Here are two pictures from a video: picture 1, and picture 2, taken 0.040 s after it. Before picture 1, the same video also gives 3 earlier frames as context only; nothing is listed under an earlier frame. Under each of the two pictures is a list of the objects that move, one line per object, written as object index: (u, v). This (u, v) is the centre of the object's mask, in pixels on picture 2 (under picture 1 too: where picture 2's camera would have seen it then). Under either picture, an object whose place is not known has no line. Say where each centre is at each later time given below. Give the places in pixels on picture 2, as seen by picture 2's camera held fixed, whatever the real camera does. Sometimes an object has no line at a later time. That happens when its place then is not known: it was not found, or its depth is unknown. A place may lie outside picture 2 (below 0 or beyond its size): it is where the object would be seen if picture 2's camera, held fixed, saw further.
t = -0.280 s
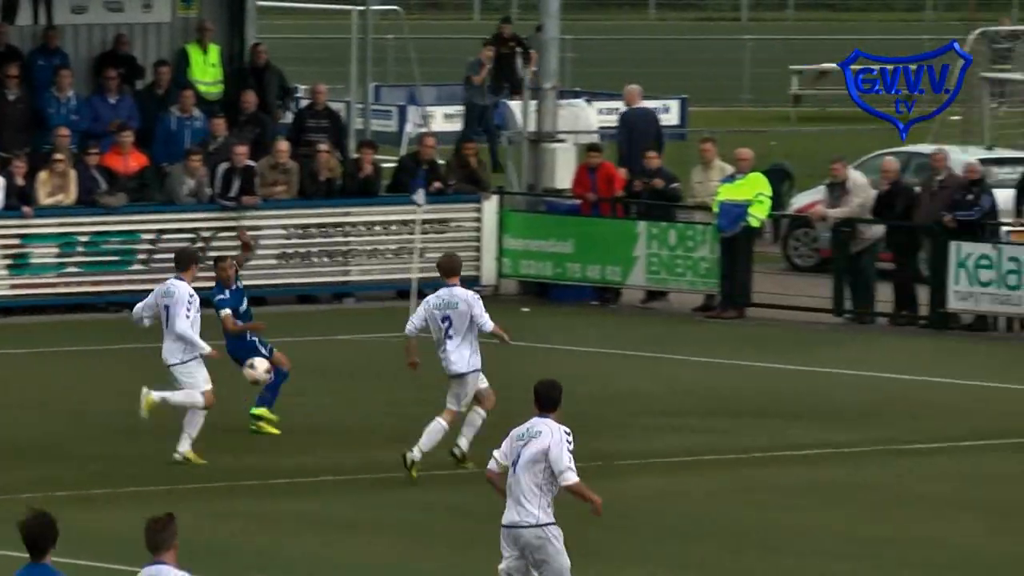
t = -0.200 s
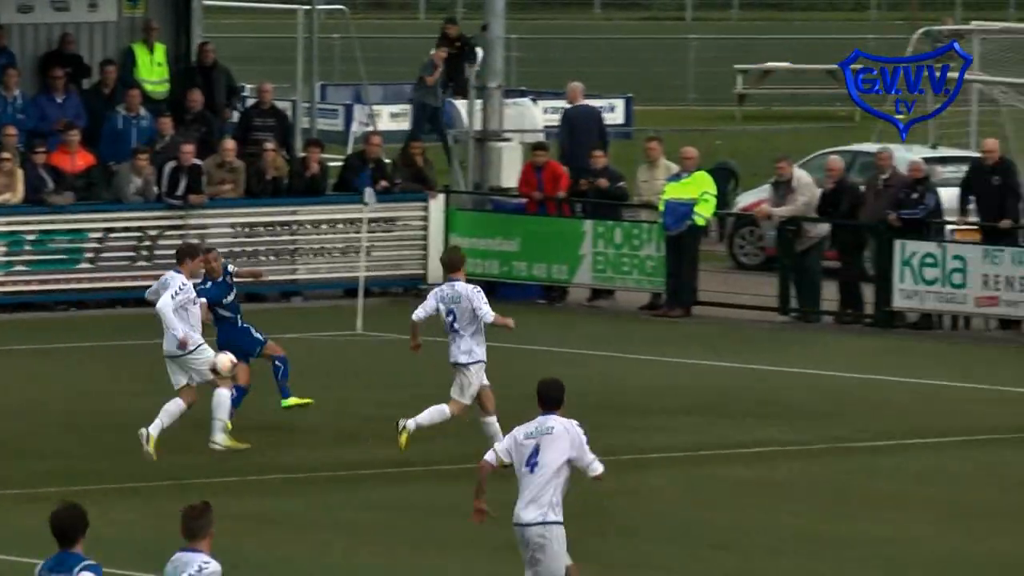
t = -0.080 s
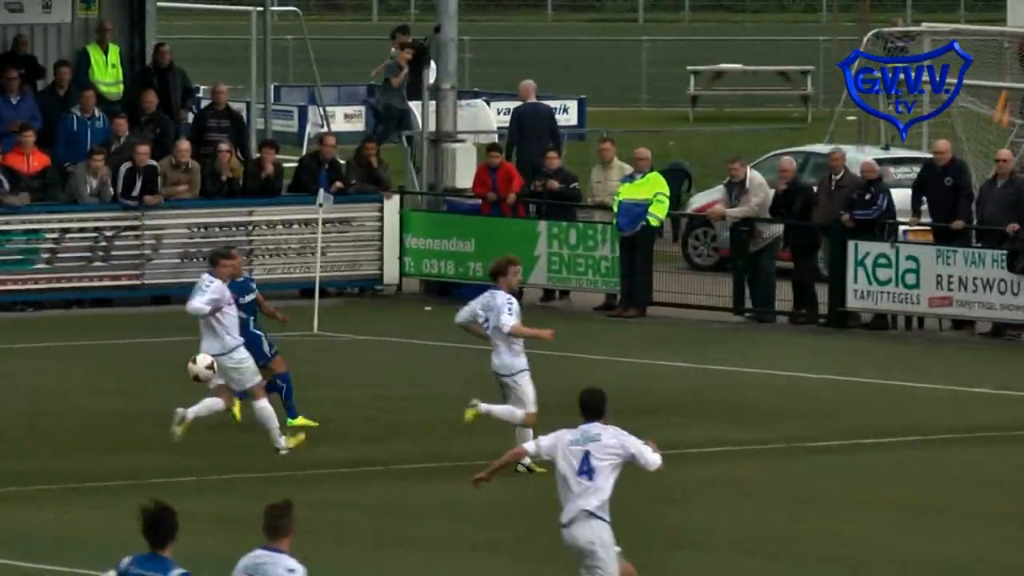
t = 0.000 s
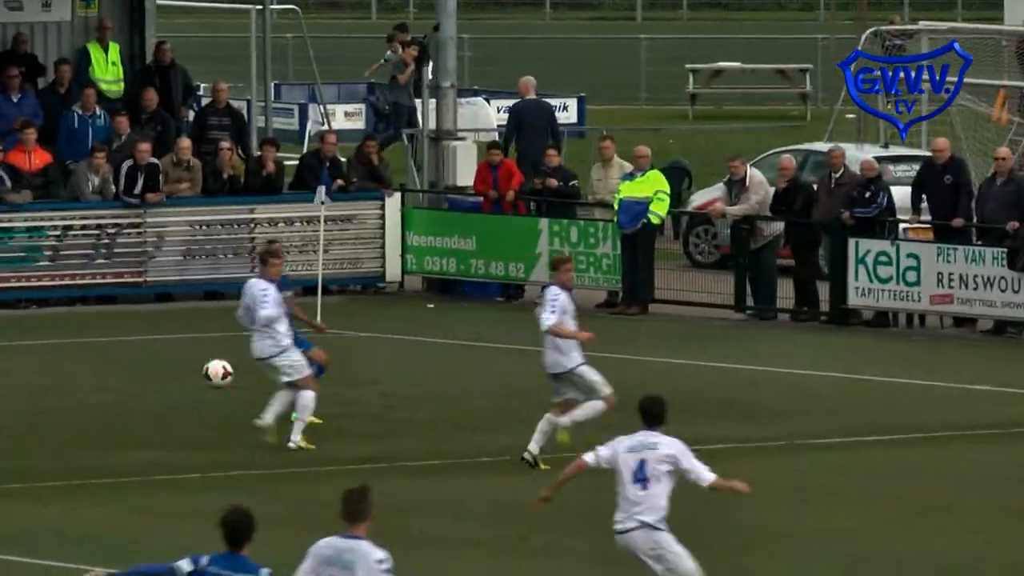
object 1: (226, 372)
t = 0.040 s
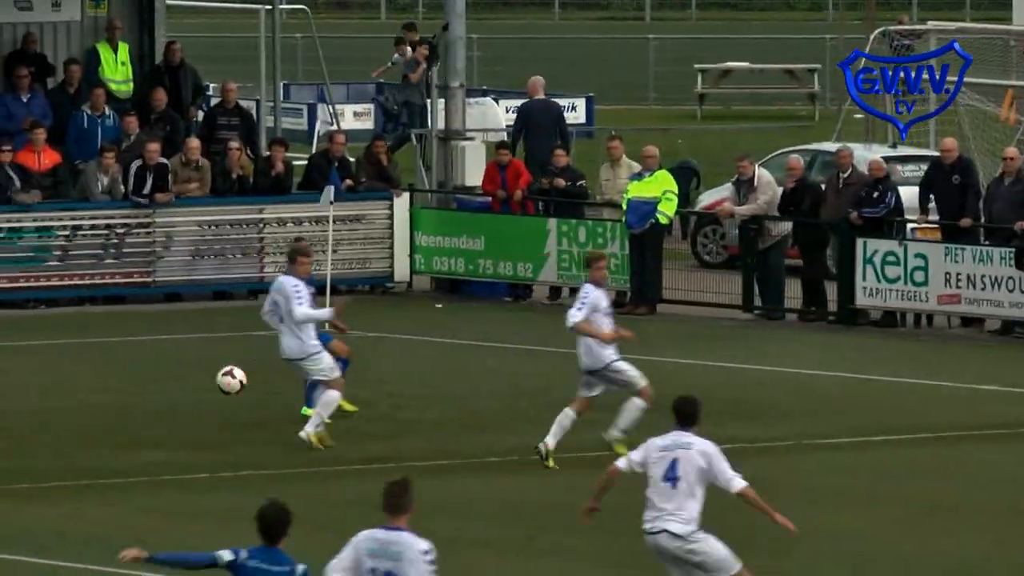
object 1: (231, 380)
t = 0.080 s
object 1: (236, 389)
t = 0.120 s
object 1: (239, 399)
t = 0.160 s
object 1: (241, 411)
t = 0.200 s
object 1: (243, 425)
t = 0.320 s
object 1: (246, 480)
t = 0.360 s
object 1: (248, 501)
